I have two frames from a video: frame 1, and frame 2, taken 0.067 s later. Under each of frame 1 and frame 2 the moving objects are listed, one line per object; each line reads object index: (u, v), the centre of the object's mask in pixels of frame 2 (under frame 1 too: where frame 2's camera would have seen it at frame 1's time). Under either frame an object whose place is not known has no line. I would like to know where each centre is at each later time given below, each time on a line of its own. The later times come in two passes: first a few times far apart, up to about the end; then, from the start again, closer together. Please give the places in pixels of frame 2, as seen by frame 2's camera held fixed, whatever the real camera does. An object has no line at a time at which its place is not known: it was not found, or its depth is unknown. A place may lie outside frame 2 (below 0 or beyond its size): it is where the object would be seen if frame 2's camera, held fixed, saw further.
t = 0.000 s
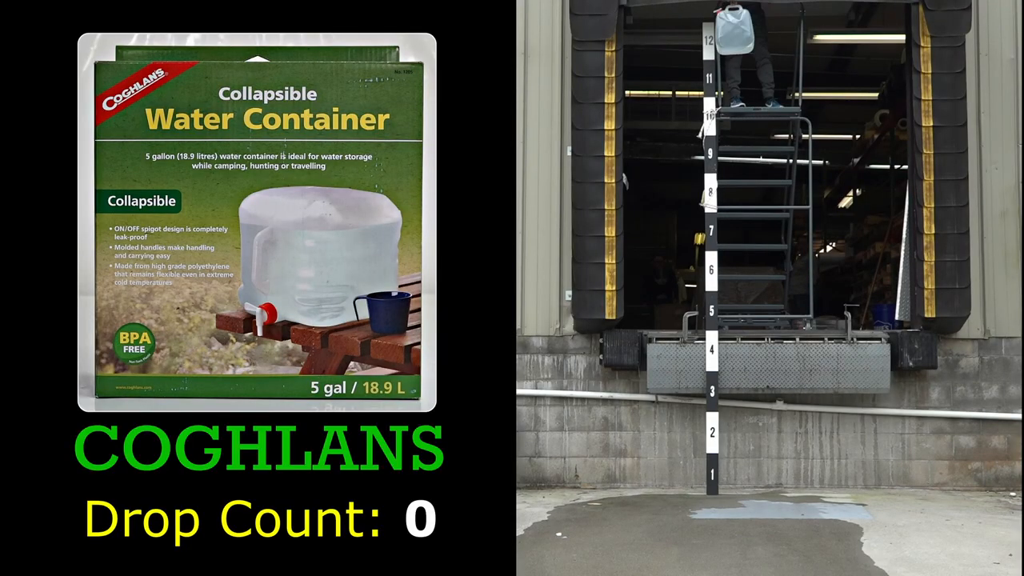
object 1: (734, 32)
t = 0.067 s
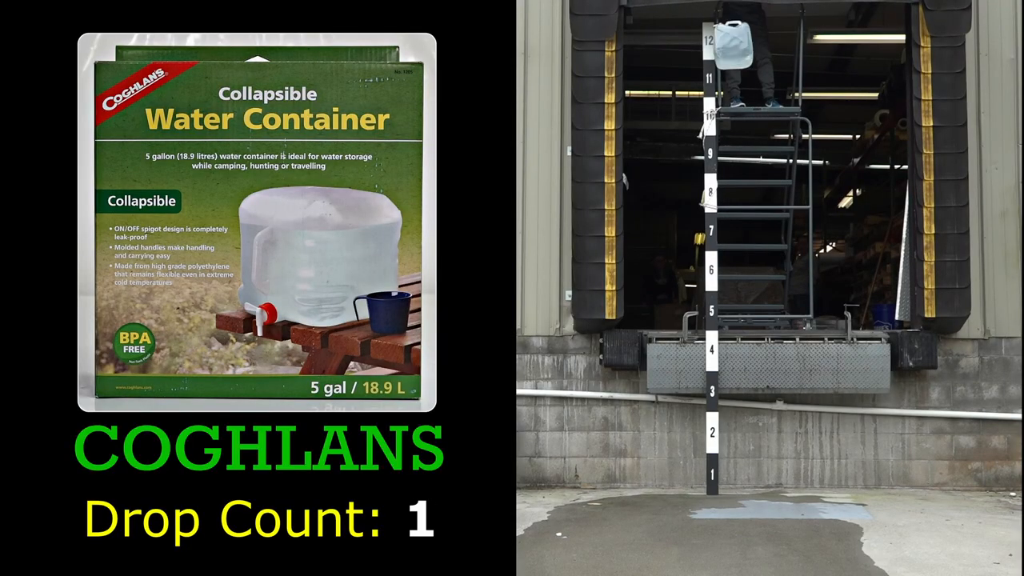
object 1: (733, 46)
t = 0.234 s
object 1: (730, 105)
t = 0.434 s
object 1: (727, 226)
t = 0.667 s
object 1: (724, 445)
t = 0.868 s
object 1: (716, 458)
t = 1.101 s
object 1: (701, 467)
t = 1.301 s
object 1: (695, 482)
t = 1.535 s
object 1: (690, 491)
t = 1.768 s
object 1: (681, 493)
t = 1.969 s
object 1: (681, 493)
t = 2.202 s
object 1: (682, 494)
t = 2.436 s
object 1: (682, 494)
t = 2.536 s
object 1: (682, 494)
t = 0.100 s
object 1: (732, 55)
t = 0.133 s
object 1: (732, 65)
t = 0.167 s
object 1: (731, 77)
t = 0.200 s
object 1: (731, 90)
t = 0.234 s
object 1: (730, 105)
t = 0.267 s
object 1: (730, 121)
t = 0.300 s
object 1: (729, 140)
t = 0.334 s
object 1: (729, 158)
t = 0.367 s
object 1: (728, 180)
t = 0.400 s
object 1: (727, 202)
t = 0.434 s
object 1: (727, 226)
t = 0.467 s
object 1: (726, 252)
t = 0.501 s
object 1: (726, 280)
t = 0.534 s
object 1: (726, 309)
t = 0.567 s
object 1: (725, 340)
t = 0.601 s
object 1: (725, 374)
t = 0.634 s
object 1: (724, 409)
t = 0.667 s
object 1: (724, 445)
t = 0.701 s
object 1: (724, 482)
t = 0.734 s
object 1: (722, 485)
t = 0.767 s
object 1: (721, 477)
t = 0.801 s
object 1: (718, 470)
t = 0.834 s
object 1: (717, 463)
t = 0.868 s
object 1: (716, 458)
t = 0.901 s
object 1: (714, 454)
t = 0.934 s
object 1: (712, 453)
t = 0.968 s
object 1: (709, 453)
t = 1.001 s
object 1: (707, 454)
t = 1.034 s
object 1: (705, 457)
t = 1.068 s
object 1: (703, 460)
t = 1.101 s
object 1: (701, 467)
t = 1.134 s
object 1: (699, 475)
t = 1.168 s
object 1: (697, 484)
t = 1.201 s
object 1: (697, 490)
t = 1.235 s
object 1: (696, 487)
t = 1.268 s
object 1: (696, 483)
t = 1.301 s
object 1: (695, 482)
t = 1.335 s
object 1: (694, 481)
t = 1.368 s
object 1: (694, 483)
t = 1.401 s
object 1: (693, 485)
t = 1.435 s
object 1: (693, 489)
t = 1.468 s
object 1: (692, 493)
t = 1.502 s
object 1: (691, 493)
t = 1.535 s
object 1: (690, 491)
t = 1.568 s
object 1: (689, 491)
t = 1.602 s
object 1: (688, 492)
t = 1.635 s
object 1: (686, 493)
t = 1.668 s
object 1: (685, 493)
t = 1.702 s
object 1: (683, 493)
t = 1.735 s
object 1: (682, 493)
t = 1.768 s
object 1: (681, 493)
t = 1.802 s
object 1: (680, 493)
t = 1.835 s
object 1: (680, 493)
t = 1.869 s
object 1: (680, 493)
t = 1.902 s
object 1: (681, 493)
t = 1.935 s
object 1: (681, 493)
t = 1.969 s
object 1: (681, 493)
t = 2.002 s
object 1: (681, 494)
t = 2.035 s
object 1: (682, 494)
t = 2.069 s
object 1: (682, 494)
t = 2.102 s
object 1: (682, 494)
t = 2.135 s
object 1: (682, 494)
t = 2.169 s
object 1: (682, 494)
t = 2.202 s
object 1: (682, 494)
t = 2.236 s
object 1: (682, 494)
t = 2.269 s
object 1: (682, 494)
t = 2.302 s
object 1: (682, 494)
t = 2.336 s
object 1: (682, 494)
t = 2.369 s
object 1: (682, 494)
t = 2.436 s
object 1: (682, 494)
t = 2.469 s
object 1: (682, 494)
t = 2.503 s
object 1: (682, 494)
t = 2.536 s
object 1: (682, 494)
